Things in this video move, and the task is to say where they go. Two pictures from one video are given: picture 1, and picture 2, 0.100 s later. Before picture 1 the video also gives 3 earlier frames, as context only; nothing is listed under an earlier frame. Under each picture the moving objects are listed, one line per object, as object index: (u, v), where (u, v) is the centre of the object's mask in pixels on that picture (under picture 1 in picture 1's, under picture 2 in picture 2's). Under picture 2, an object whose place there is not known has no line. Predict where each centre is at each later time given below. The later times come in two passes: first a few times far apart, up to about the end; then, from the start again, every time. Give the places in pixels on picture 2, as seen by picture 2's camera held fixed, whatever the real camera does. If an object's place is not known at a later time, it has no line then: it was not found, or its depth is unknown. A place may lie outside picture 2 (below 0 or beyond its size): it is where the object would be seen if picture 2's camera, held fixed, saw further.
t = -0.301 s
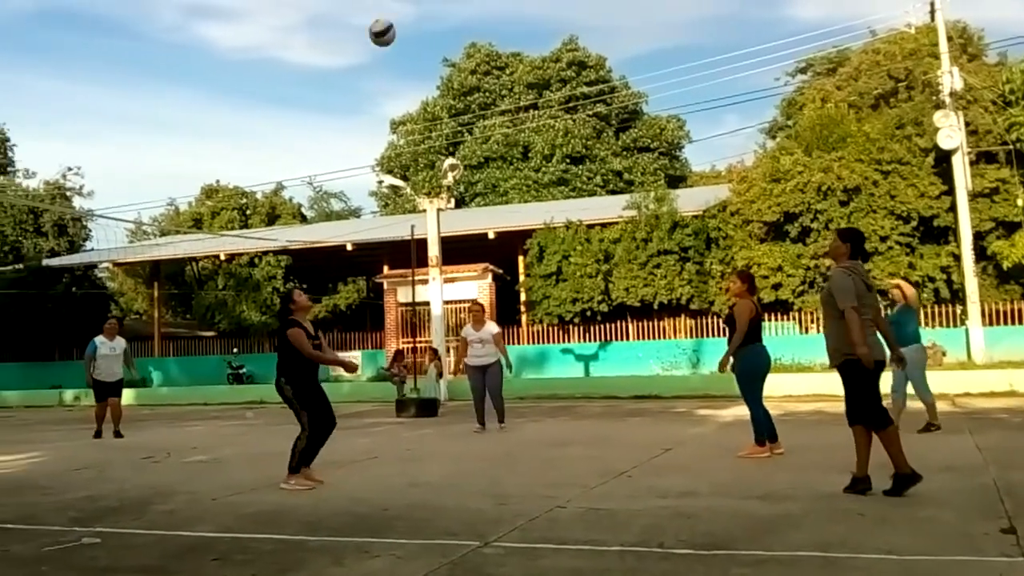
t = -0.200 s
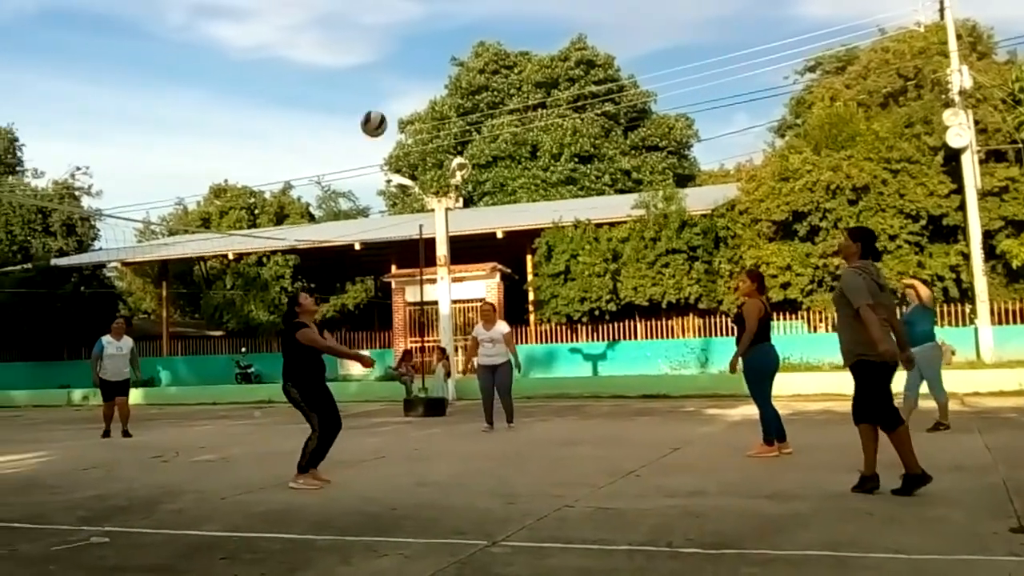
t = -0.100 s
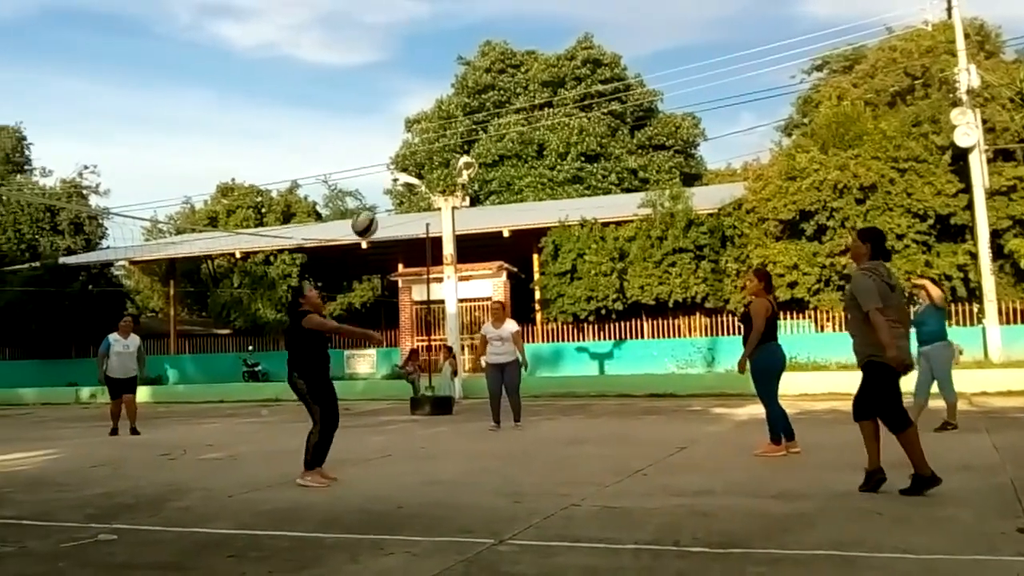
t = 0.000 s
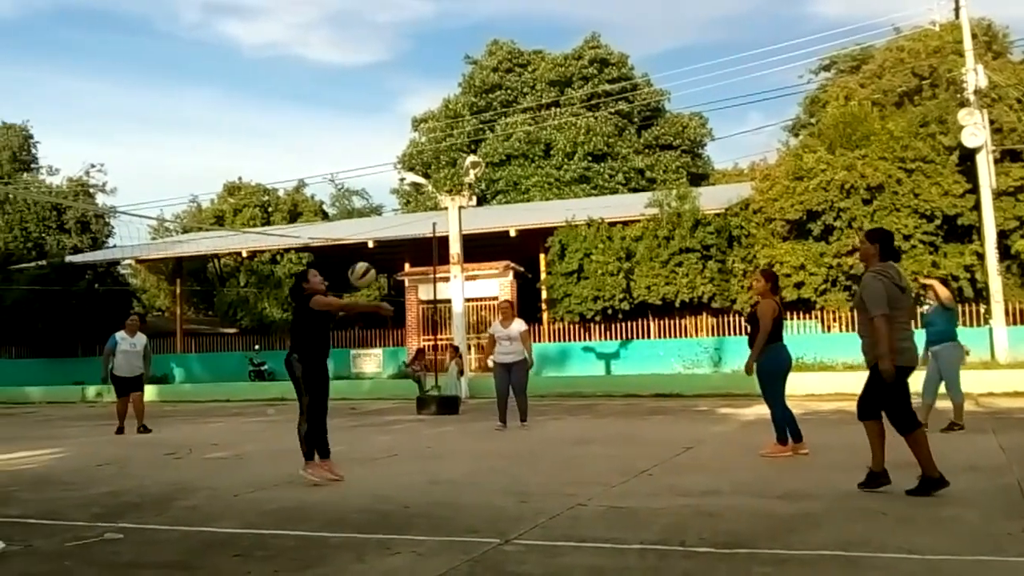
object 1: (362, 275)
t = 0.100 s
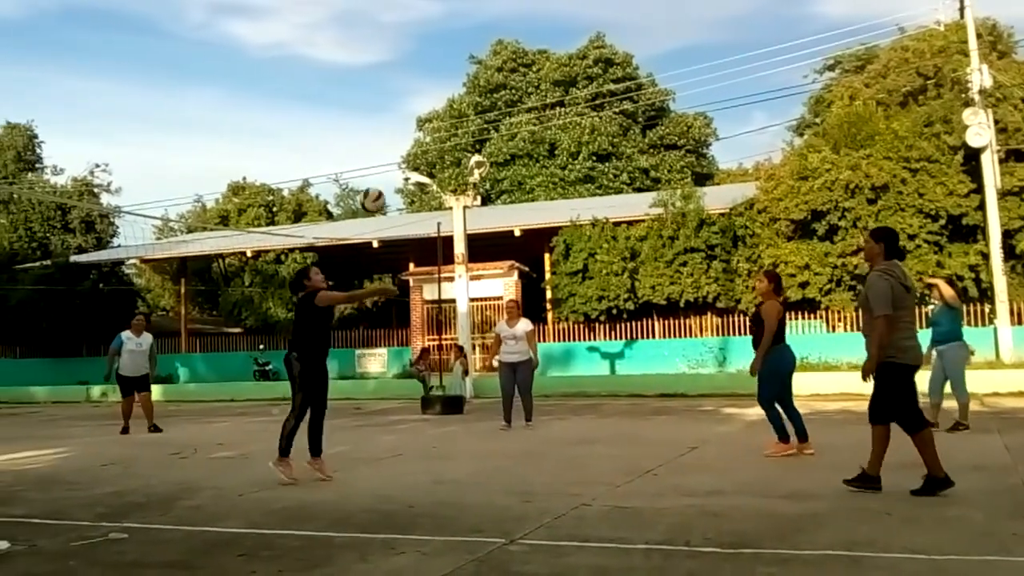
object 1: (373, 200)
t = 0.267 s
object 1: (381, 109)
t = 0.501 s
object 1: (395, 45)
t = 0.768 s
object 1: (411, 52)
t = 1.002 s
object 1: (425, 119)
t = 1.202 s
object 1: (438, 218)
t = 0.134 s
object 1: (374, 178)
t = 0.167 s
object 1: (376, 159)
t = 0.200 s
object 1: (378, 140)
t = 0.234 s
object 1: (379, 124)
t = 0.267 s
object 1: (381, 109)
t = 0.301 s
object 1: (383, 95)
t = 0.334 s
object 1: (385, 83)
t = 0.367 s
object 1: (387, 73)
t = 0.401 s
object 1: (389, 63)
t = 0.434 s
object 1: (391, 56)
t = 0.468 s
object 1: (393, 50)
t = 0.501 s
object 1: (395, 45)
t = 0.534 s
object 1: (397, 42)
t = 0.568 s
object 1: (399, 40)
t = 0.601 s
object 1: (401, 39)
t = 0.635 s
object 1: (403, 40)
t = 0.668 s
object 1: (405, 41)
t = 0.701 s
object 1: (407, 43)
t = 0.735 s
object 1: (409, 47)
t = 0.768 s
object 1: (411, 52)
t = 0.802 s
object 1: (413, 58)
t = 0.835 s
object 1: (415, 65)
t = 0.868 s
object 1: (417, 74)
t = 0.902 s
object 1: (419, 84)
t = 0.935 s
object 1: (421, 95)
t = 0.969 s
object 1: (423, 106)
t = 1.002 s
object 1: (425, 119)
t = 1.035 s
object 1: (427, 133)
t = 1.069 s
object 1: (428, 148)
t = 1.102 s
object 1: (430, 165)
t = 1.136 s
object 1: (433, 181)
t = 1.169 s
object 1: (436, 199)
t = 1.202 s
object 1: (438, 218)
